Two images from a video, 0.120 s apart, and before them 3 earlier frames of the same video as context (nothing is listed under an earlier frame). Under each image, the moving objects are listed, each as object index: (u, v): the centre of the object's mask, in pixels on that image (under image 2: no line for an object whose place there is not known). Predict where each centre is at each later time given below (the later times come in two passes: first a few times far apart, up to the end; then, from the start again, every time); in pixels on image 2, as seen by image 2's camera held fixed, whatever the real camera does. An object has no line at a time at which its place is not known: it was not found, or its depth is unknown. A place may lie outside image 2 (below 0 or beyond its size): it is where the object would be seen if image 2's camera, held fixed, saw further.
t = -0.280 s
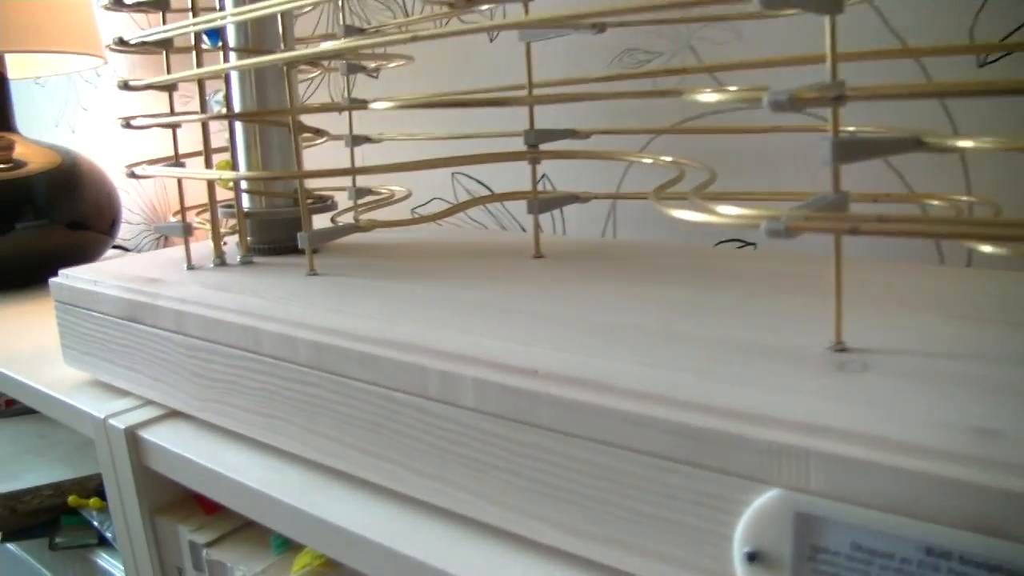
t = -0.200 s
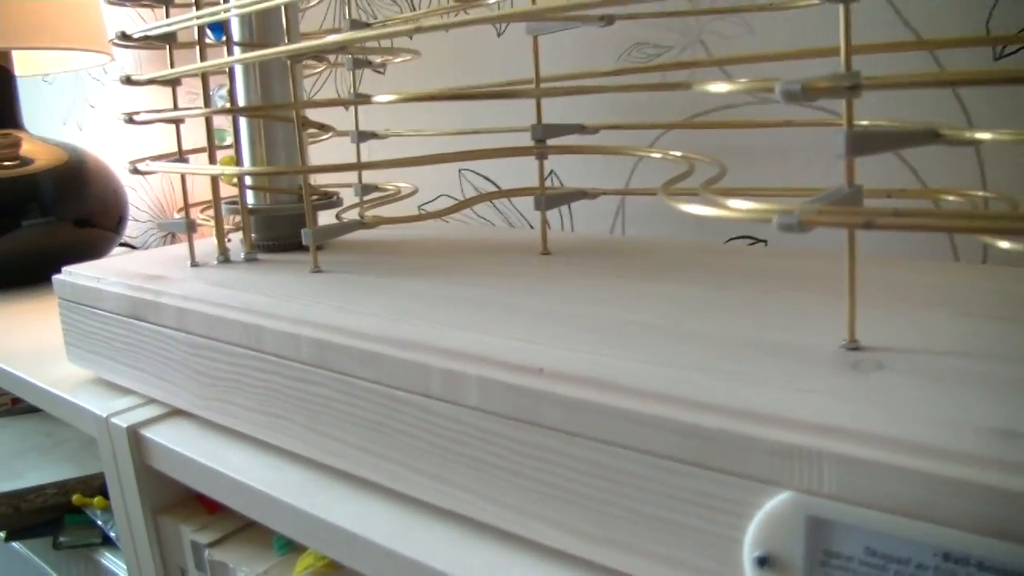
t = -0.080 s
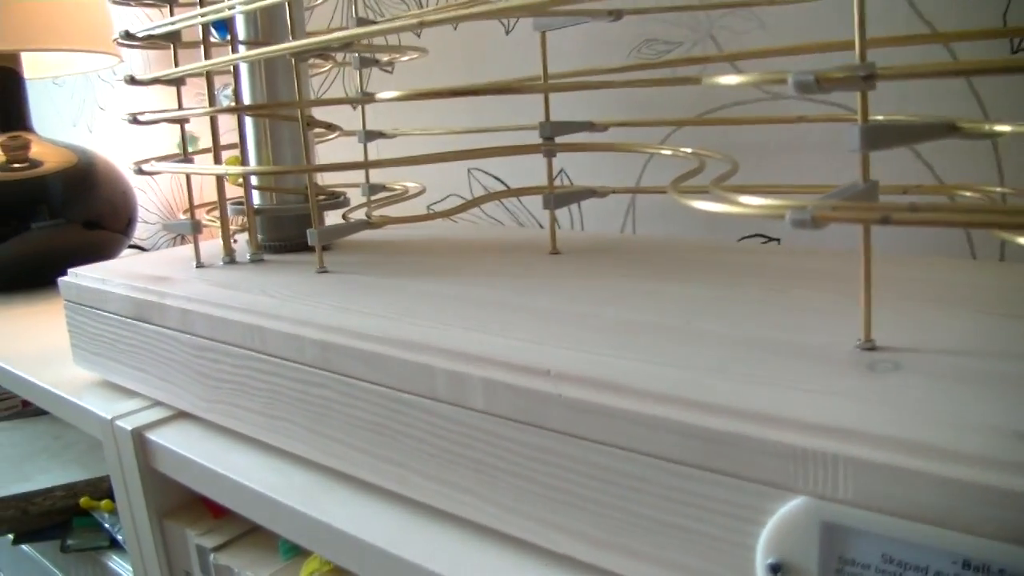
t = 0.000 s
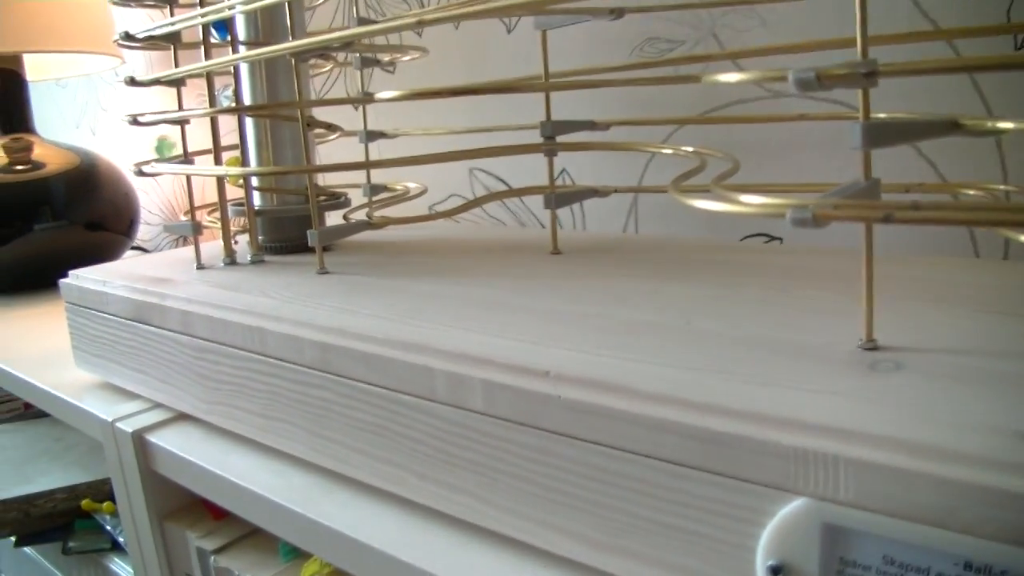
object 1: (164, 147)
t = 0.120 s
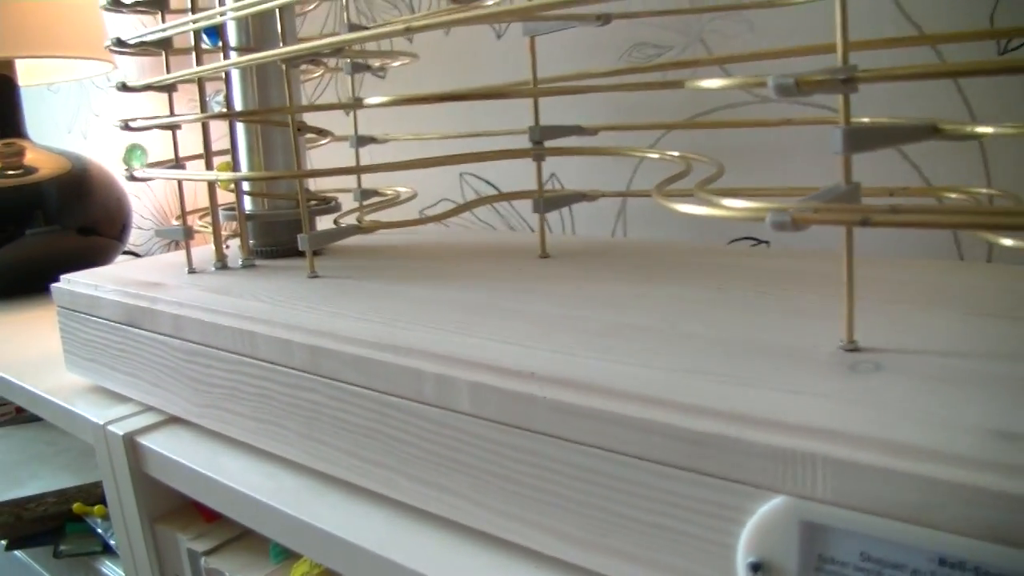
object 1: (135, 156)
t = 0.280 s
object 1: (143, 160)
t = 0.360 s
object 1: (162, 160)
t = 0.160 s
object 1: (132, 157)
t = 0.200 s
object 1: (133, 159)
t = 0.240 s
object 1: (137, 160)
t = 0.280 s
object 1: (143, 160)
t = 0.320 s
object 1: (152, 160)
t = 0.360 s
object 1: (162, 160)
